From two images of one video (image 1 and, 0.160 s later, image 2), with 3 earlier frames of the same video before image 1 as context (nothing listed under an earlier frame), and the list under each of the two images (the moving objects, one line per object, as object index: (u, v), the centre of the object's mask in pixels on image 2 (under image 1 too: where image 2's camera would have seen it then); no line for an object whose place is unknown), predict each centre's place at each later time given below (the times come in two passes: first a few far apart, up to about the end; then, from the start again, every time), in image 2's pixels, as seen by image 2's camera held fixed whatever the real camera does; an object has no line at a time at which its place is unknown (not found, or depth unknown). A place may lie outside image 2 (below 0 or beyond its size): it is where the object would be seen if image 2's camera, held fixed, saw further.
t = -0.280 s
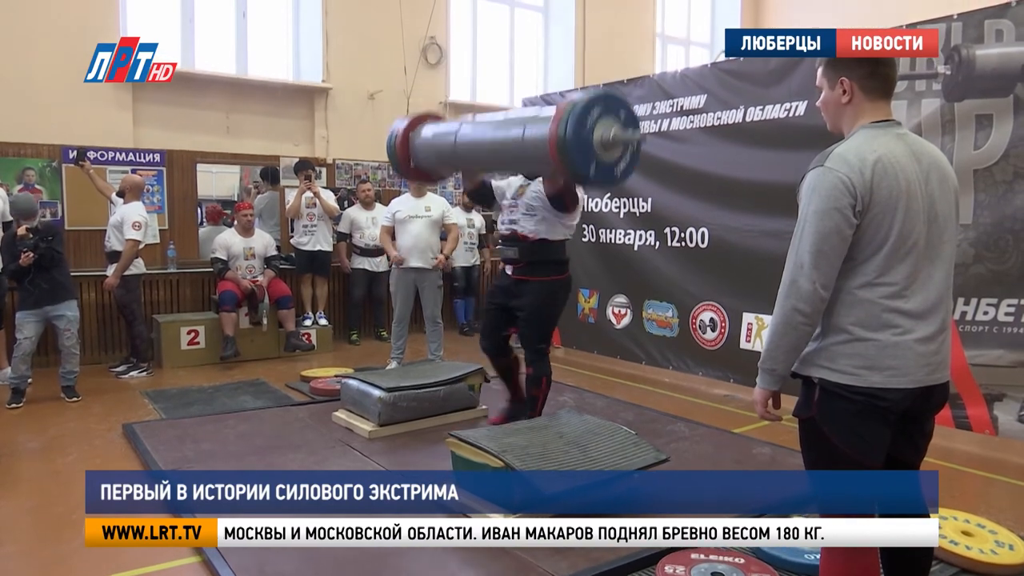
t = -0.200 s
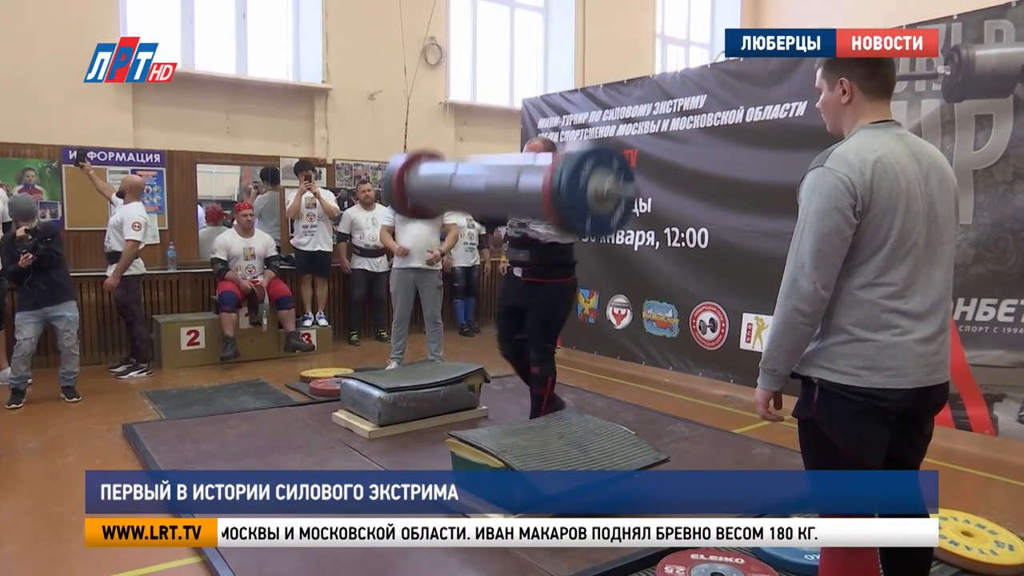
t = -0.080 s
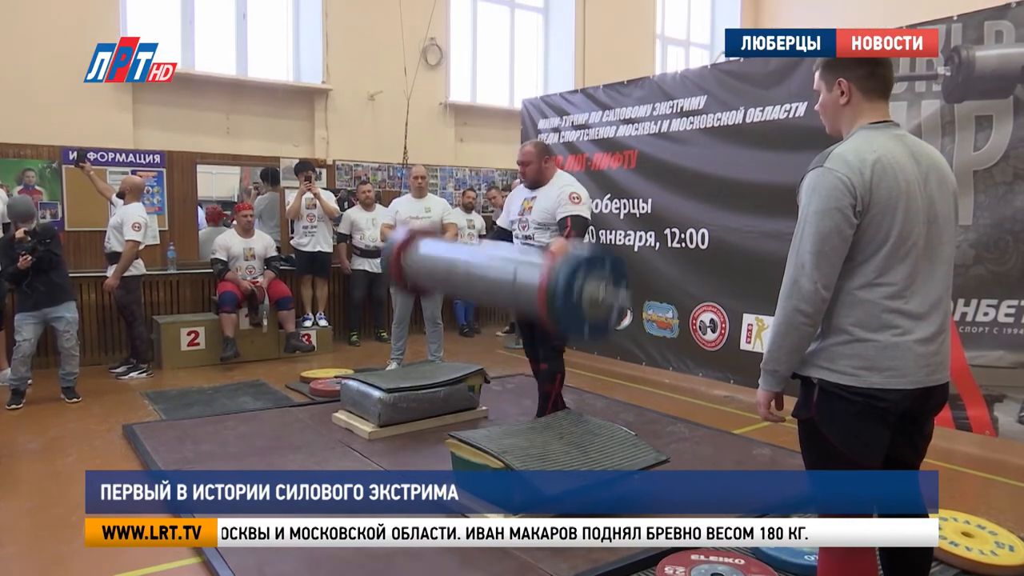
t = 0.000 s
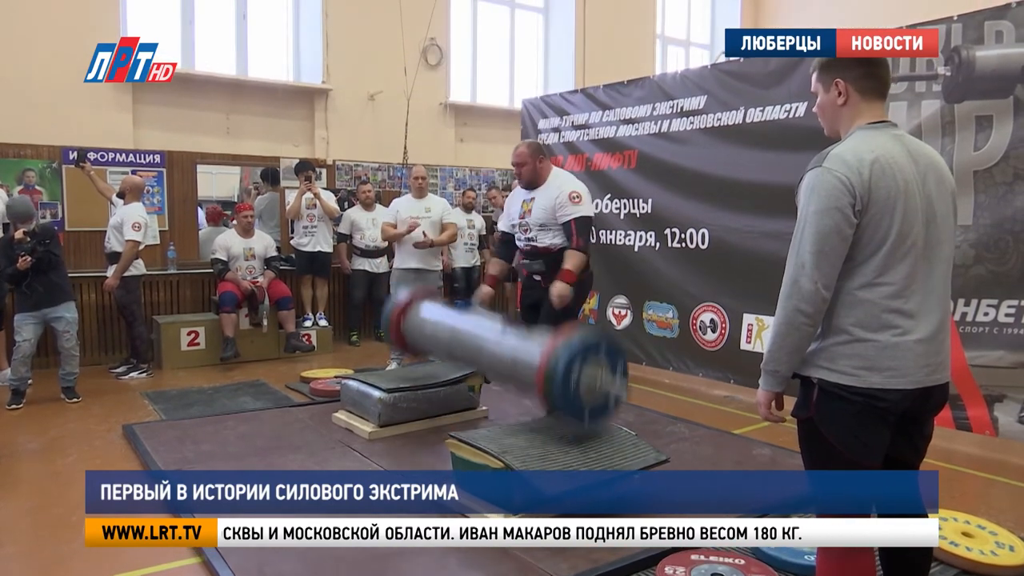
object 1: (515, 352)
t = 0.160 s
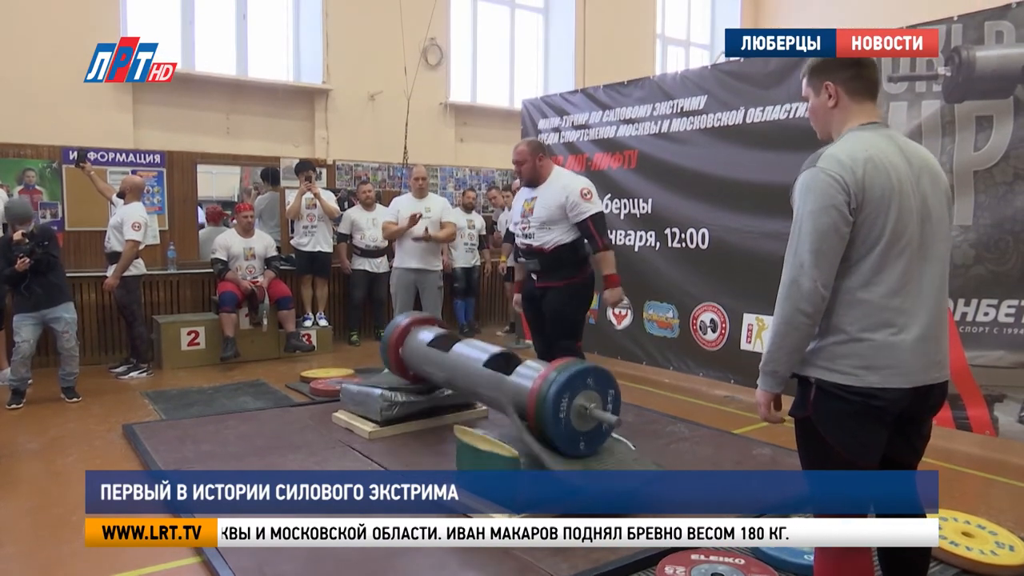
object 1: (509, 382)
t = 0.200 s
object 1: (508, 375)
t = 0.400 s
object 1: (501, 376)
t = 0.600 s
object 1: (497, 399)
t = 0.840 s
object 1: (497, 394)
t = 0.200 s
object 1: (508, 375)
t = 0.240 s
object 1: (507, 369)
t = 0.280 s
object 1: (506, 367)
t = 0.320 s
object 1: (504, 368)
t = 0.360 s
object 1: (502, 371)
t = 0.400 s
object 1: (501, 376)
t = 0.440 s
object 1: (500, 382)
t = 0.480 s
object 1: (499, 389)
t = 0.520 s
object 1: (498, 395)
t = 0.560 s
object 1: (498, 398)
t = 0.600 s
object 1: (497, 399)
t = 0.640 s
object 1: (497, 398)
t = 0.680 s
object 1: (497, 397)
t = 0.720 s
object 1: (496, 395)
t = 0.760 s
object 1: (496, 394)
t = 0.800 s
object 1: (497, 394)
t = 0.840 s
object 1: (497, 394)
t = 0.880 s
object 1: (498, 394)
